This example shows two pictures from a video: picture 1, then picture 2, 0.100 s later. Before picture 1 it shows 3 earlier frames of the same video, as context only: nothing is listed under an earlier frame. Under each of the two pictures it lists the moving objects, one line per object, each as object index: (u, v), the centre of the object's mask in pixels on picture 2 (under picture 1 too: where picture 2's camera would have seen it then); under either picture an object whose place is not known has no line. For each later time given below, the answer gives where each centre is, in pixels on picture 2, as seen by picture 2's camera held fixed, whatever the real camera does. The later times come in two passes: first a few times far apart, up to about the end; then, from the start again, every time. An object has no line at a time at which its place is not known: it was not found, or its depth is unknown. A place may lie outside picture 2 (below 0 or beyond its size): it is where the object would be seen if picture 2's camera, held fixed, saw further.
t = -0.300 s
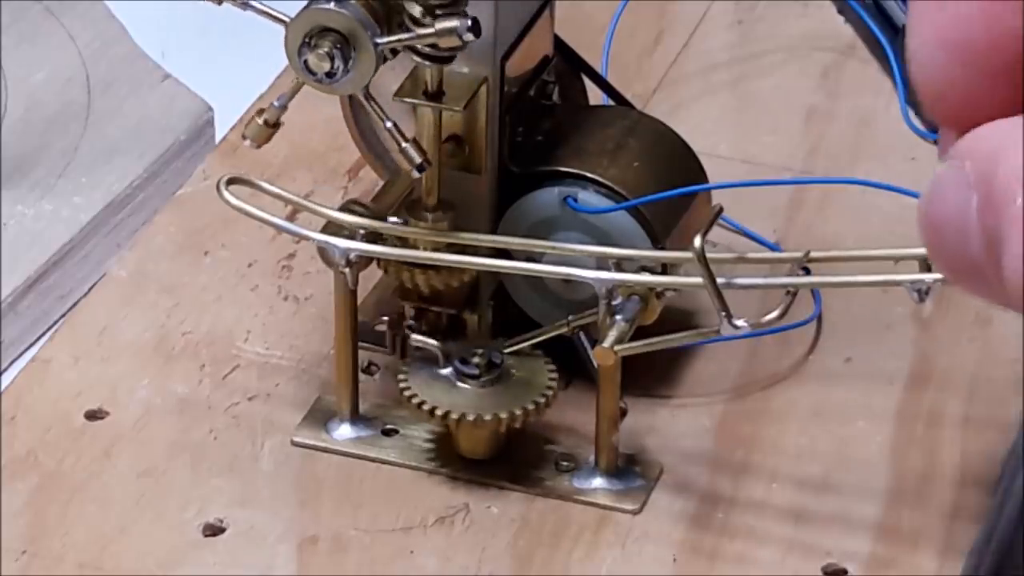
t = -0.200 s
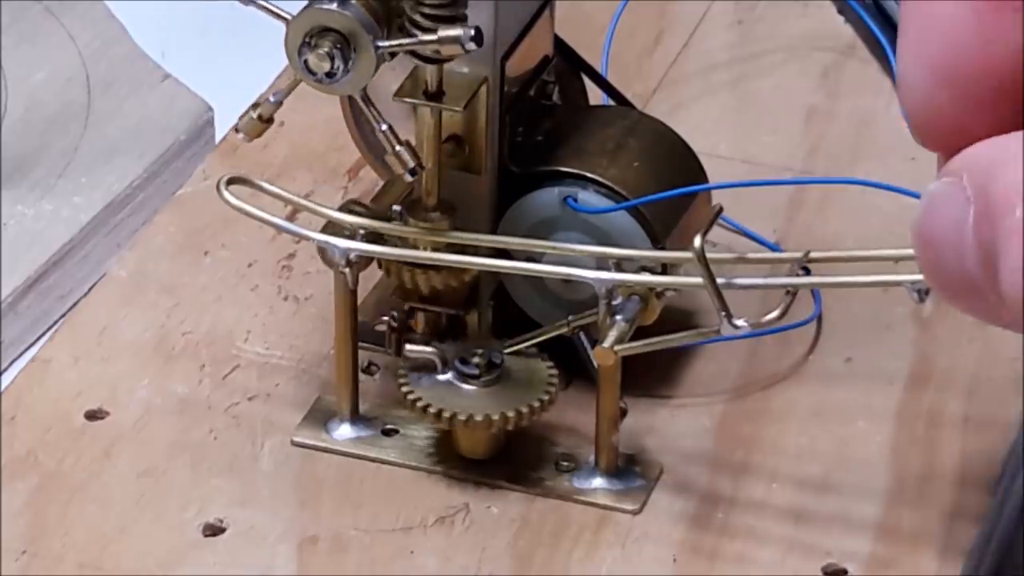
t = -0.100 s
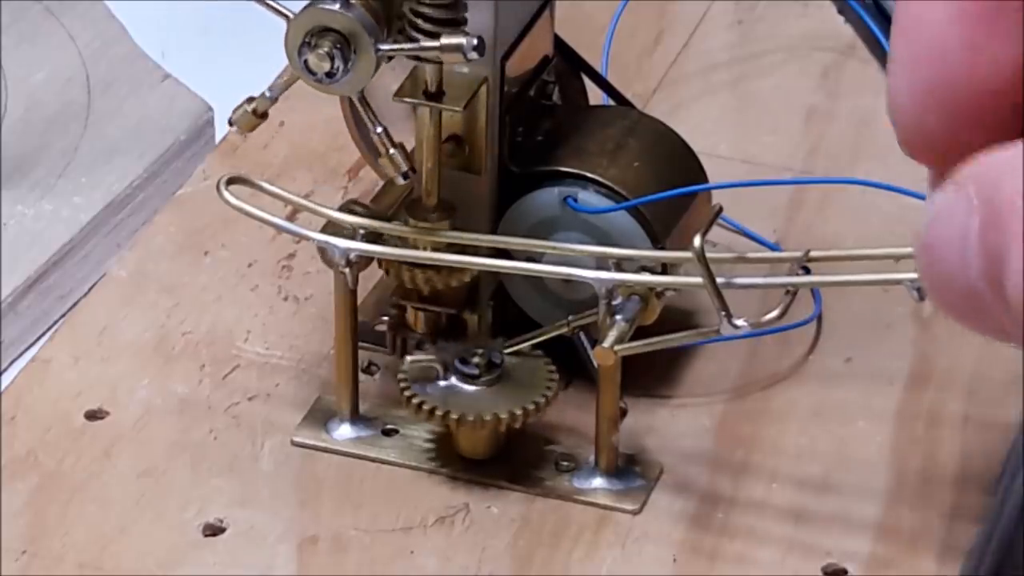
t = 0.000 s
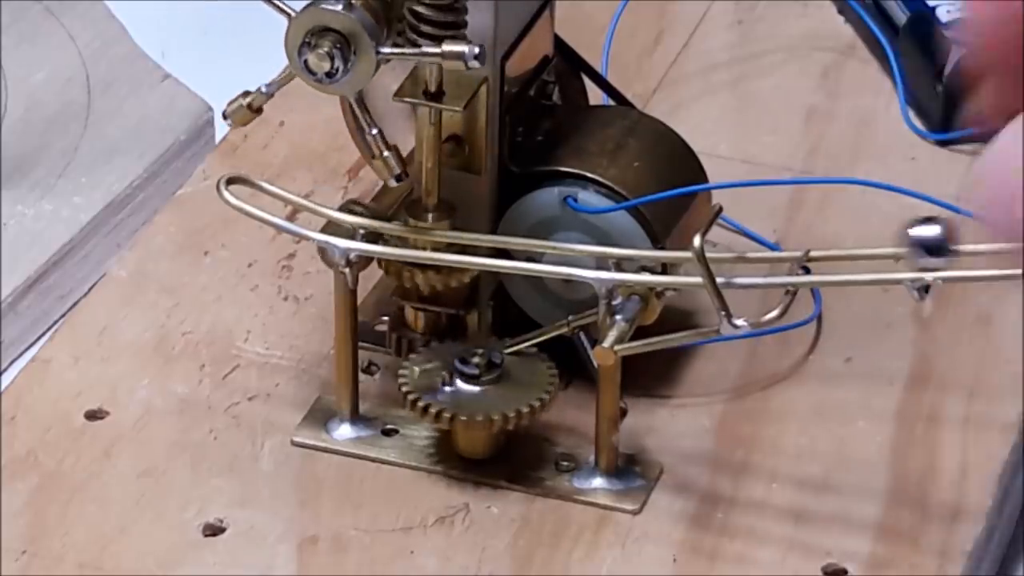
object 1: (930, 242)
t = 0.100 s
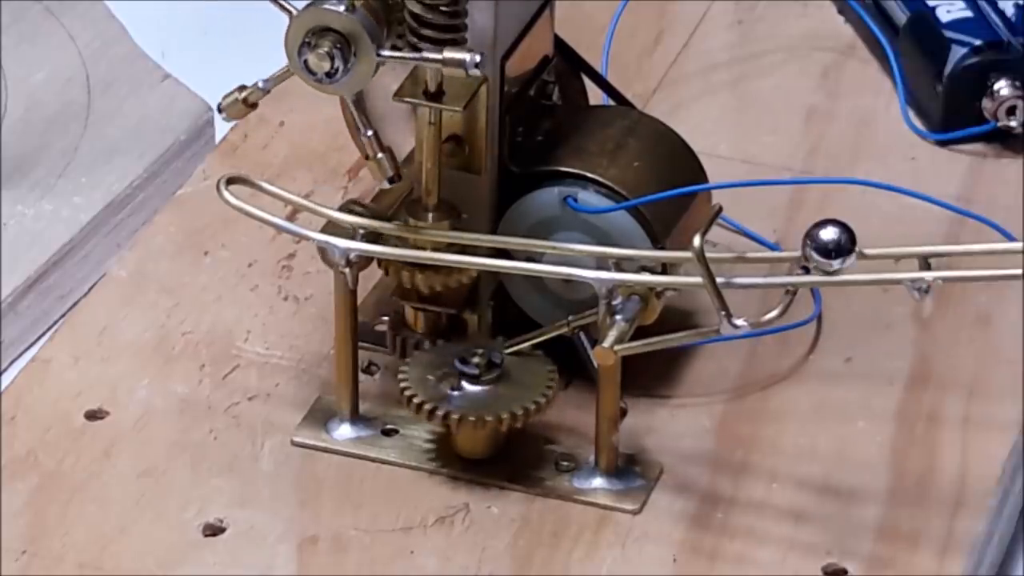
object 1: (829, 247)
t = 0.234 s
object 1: (829, 247)
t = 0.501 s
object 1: (829, 247)
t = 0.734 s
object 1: (829, 247)
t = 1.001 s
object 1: (818, 248)
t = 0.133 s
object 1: (829, 247)
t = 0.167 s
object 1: (829, 247)
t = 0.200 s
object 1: (829, 247)
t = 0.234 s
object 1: (829, 247)
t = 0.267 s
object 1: (829, 247)
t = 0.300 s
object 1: (829, 247)
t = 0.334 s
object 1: (829, 247)
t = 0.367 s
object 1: (829, 247)
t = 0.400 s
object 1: (829, 247)
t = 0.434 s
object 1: (829, 247)
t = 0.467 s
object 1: (829, 247)
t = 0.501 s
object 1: (829, 247)
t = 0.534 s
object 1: (829, 247)
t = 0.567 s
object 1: (829, 247)
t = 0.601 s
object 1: (829, 247)
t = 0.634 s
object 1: (829, 247)
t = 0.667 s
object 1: (829, 247)
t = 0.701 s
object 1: (829, 247)
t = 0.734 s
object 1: (829, 247)
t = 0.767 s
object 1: (829, 247)
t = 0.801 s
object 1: (830, 247)
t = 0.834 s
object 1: (829, 247)
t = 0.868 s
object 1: (829, 247)
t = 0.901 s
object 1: (830, 247)
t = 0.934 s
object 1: (829, 247)
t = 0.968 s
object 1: (825, 247)
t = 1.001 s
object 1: (818, 248)
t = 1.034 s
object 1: (804, 247)
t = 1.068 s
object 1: (777, 248)
